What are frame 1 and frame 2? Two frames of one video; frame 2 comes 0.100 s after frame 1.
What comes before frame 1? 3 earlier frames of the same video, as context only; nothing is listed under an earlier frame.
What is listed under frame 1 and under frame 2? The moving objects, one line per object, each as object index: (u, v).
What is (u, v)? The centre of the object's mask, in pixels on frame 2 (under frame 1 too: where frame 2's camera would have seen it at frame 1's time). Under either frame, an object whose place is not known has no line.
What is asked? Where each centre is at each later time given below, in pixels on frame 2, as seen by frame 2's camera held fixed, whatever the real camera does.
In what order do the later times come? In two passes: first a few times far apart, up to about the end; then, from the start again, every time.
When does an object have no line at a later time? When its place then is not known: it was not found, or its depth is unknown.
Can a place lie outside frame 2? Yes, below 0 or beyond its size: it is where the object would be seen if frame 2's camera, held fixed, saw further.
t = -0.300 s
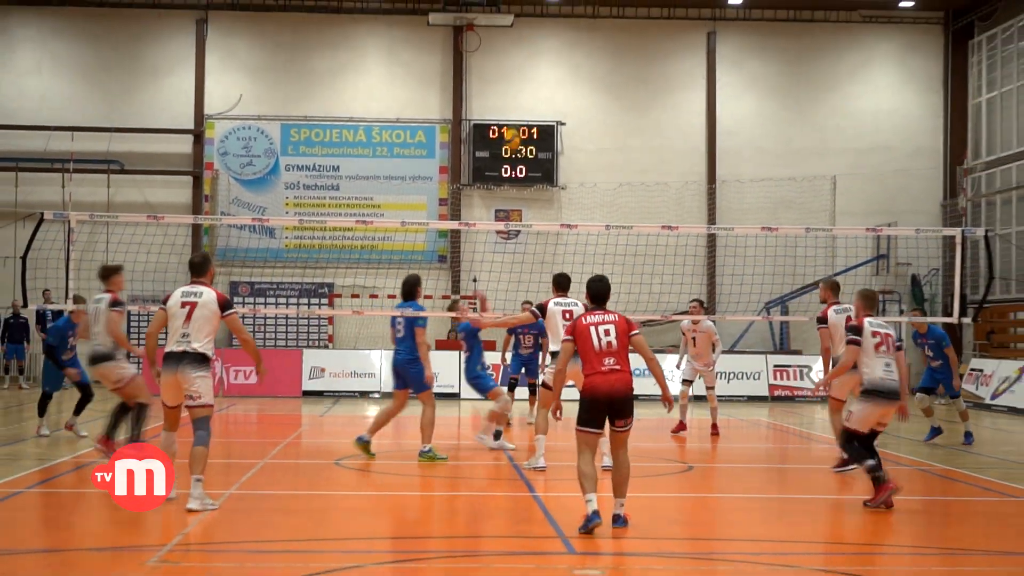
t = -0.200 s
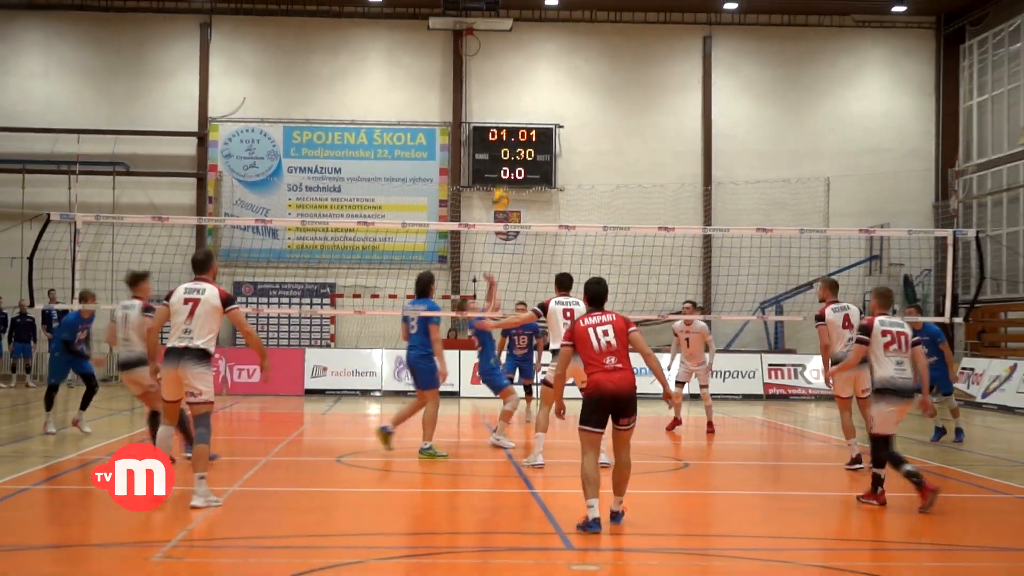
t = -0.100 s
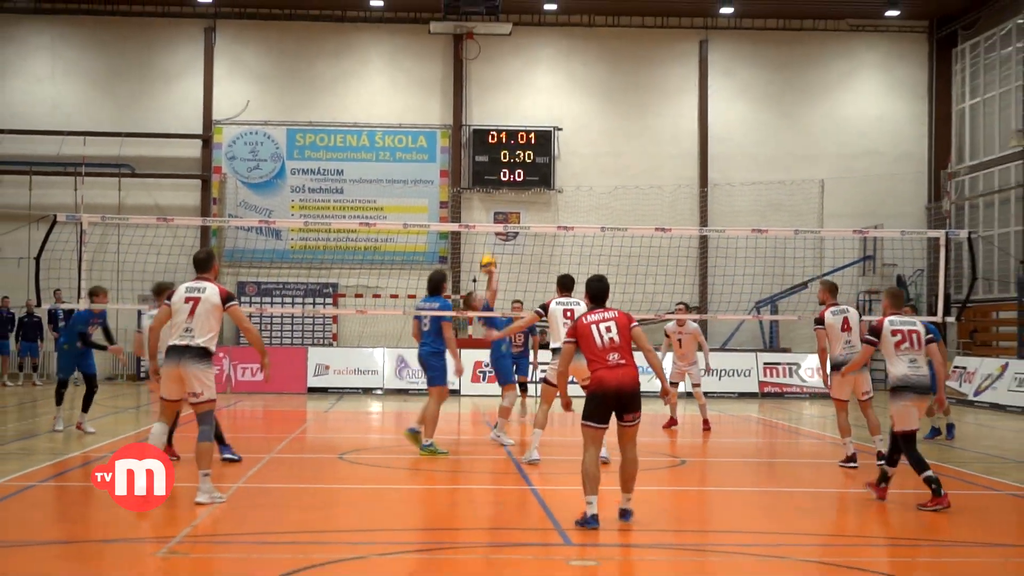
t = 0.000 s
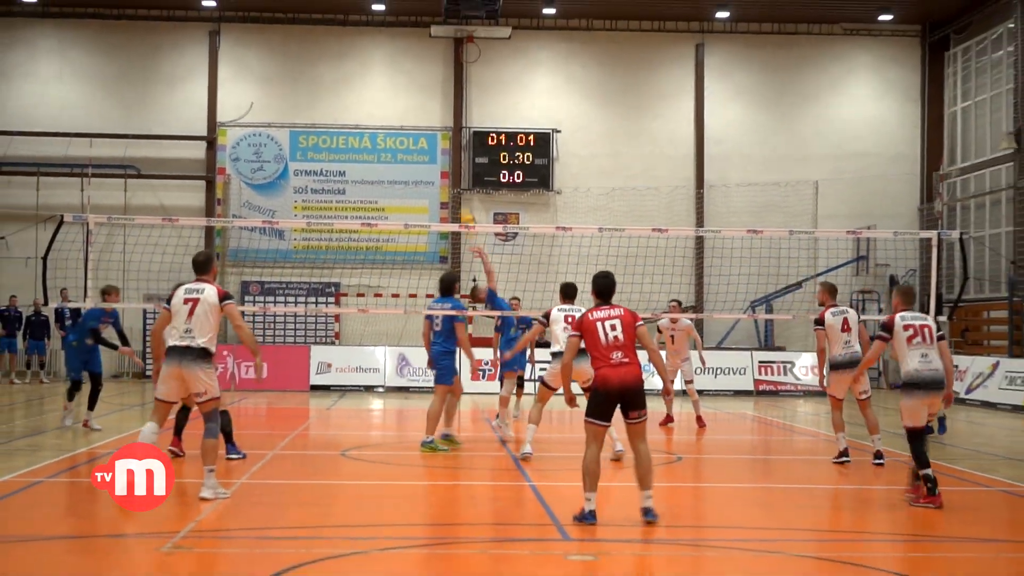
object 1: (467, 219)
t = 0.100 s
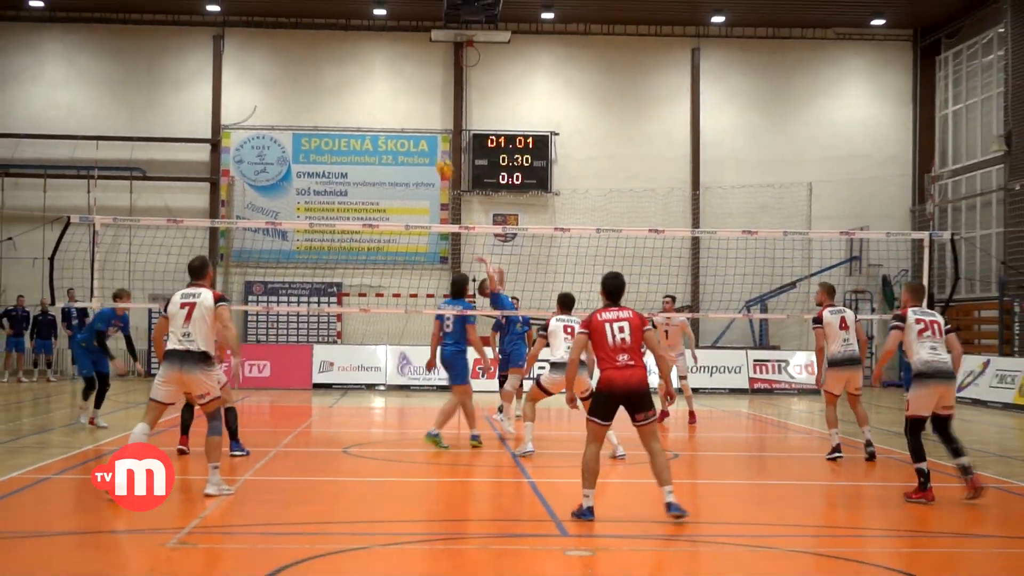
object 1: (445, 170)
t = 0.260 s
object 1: (407, 96)
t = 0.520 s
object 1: (344, 24)
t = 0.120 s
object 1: (440, 159)
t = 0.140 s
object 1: (435, 149)
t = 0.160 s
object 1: (430, 139)
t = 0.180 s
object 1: (425, 128)
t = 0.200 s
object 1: (421, 120)
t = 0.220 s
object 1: (416, 112)
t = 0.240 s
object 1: (411, 105)
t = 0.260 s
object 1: (407, 96)
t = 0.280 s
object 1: (402, 89)
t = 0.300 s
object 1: (397, 82)
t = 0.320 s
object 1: (392, 75)
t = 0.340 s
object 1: (388, 69)
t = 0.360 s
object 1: (383, 62)
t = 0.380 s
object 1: (378, 57)
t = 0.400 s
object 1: (373, 51)
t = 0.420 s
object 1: (368, 46)
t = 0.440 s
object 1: (364, 41)
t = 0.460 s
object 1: (358, 36)
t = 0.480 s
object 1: (354, 32)
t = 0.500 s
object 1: (349, 28)
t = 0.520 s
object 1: (344, 24)
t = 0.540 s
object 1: (339, 21)
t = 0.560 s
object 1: (335, 20)
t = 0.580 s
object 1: (330, 17)
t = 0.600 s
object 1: (325, 15)
